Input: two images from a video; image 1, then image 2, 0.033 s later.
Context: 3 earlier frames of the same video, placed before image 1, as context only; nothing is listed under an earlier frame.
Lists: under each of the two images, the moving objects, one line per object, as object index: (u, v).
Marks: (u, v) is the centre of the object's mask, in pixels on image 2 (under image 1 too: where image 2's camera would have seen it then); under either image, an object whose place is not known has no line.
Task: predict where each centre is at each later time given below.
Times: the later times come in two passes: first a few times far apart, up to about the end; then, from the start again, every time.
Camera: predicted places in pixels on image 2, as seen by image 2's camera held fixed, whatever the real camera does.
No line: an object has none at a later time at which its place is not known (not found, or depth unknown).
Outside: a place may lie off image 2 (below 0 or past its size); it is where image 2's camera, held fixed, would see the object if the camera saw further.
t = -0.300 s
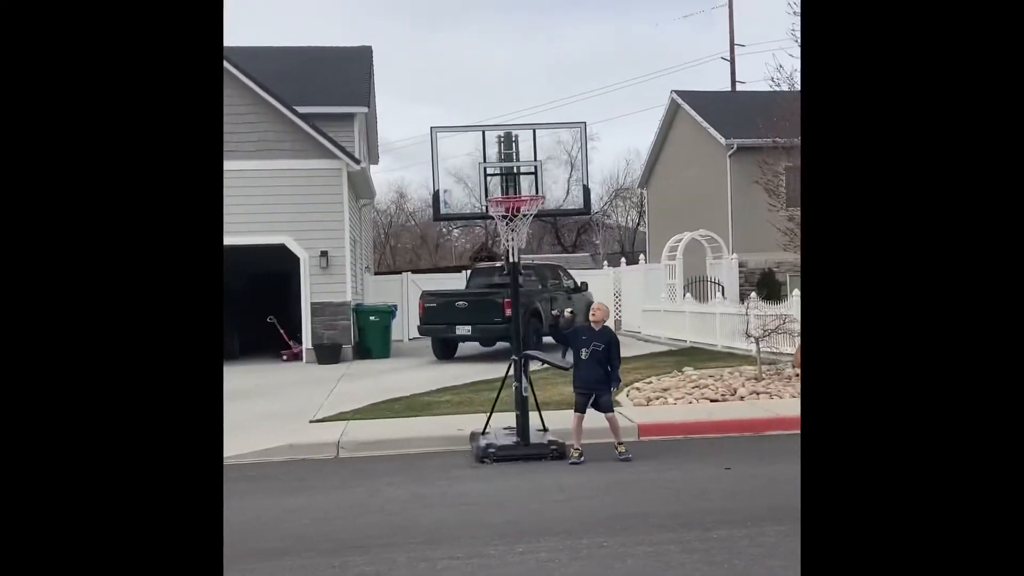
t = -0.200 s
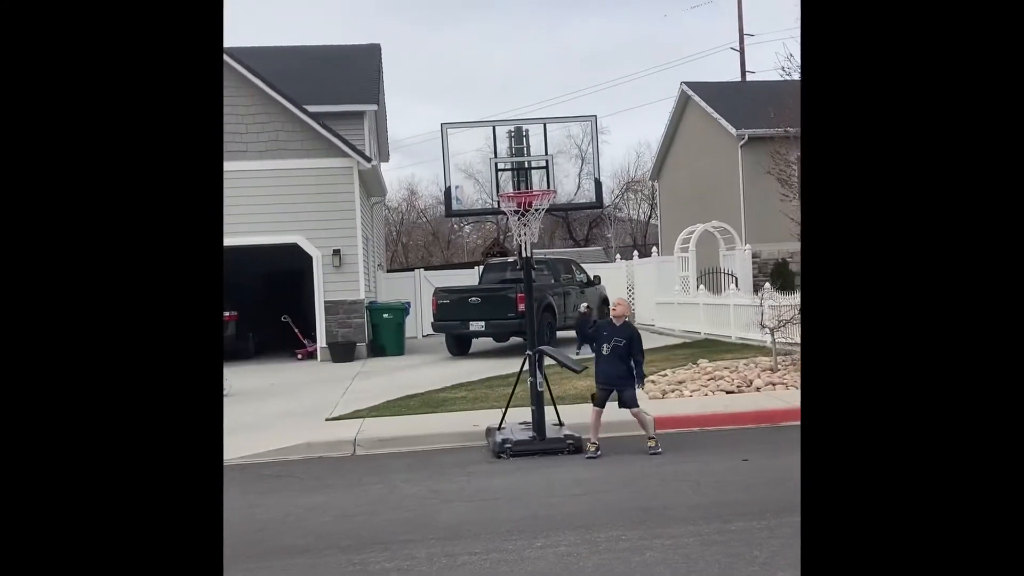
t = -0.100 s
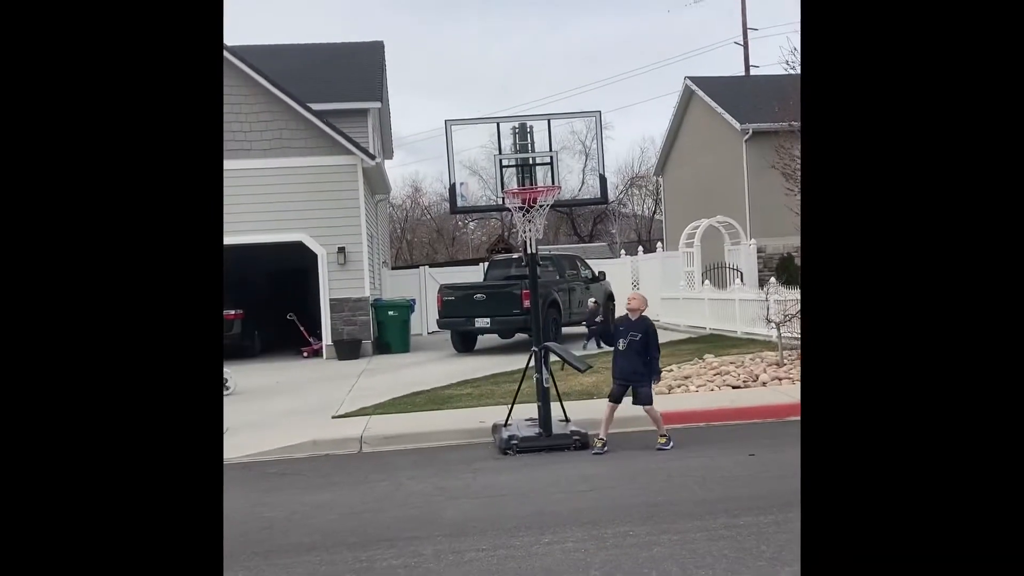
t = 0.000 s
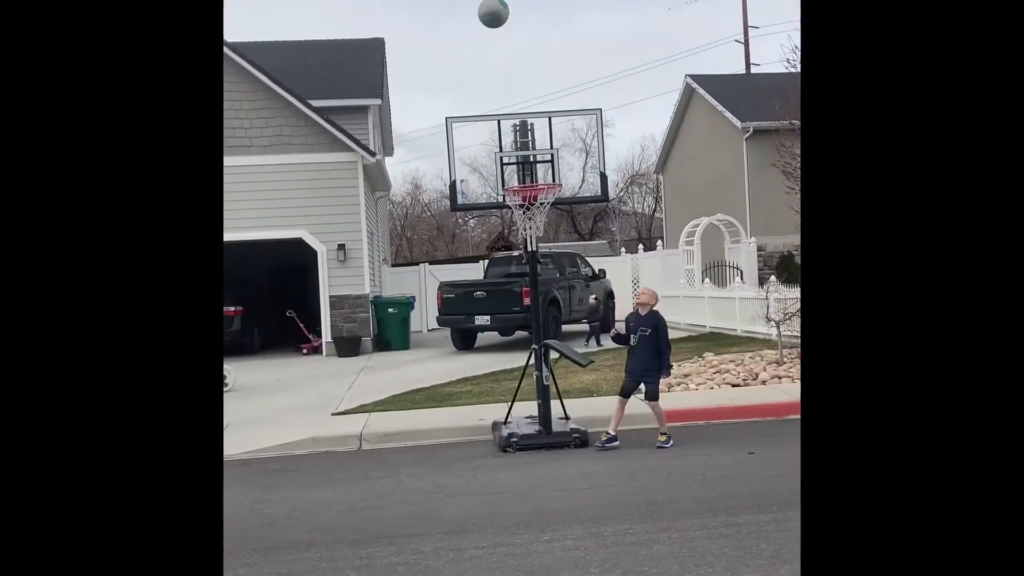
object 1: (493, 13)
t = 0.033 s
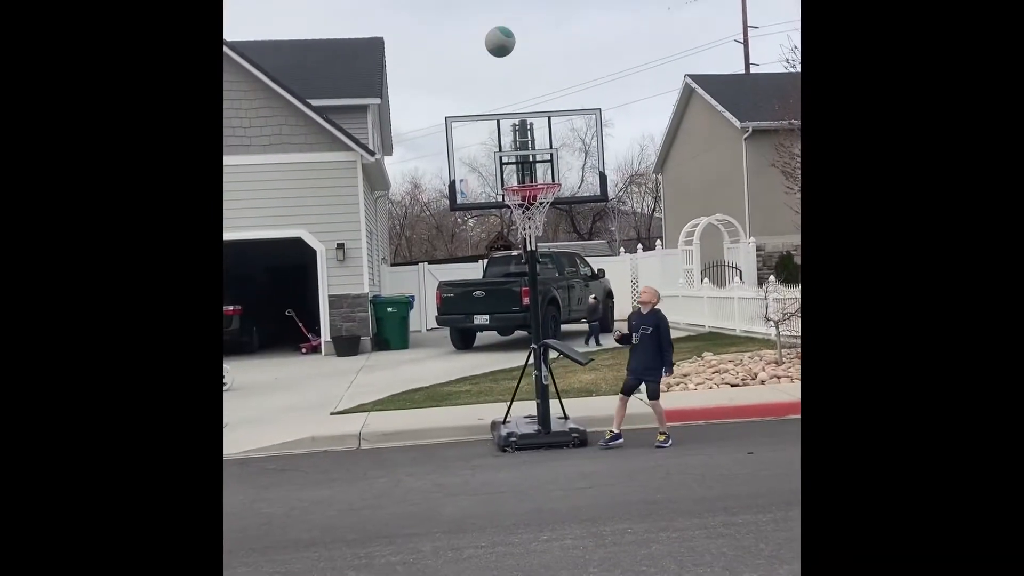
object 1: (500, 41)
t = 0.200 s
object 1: (530, 188)
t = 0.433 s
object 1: (554, 263)
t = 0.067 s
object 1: (506, 71)
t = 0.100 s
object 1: (513, 101)
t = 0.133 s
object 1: (518, 130)
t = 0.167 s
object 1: (524, 159)
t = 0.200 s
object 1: (530, 188)
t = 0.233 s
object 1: (533, 213)
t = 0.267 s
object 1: (538, 218)
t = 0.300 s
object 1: (536, 226)
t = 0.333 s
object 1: (537, 232)
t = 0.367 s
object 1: (540, 242)
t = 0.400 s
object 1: (548, 253)
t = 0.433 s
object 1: (554, 263)
